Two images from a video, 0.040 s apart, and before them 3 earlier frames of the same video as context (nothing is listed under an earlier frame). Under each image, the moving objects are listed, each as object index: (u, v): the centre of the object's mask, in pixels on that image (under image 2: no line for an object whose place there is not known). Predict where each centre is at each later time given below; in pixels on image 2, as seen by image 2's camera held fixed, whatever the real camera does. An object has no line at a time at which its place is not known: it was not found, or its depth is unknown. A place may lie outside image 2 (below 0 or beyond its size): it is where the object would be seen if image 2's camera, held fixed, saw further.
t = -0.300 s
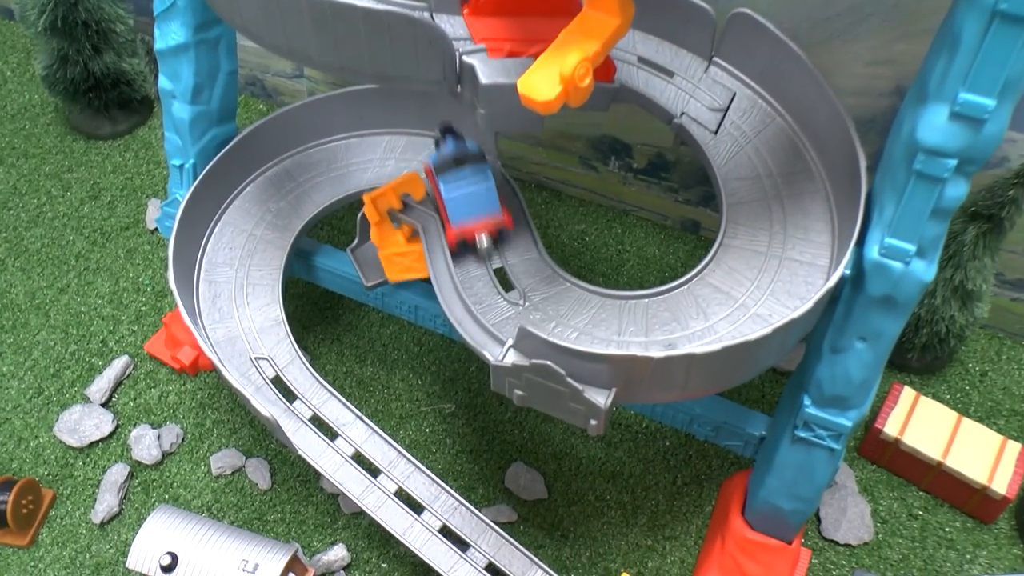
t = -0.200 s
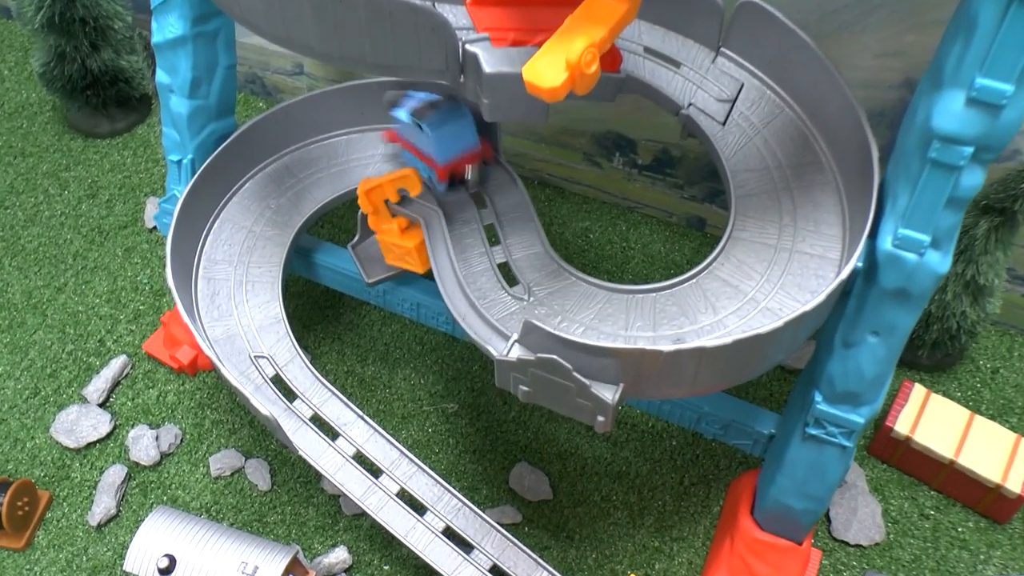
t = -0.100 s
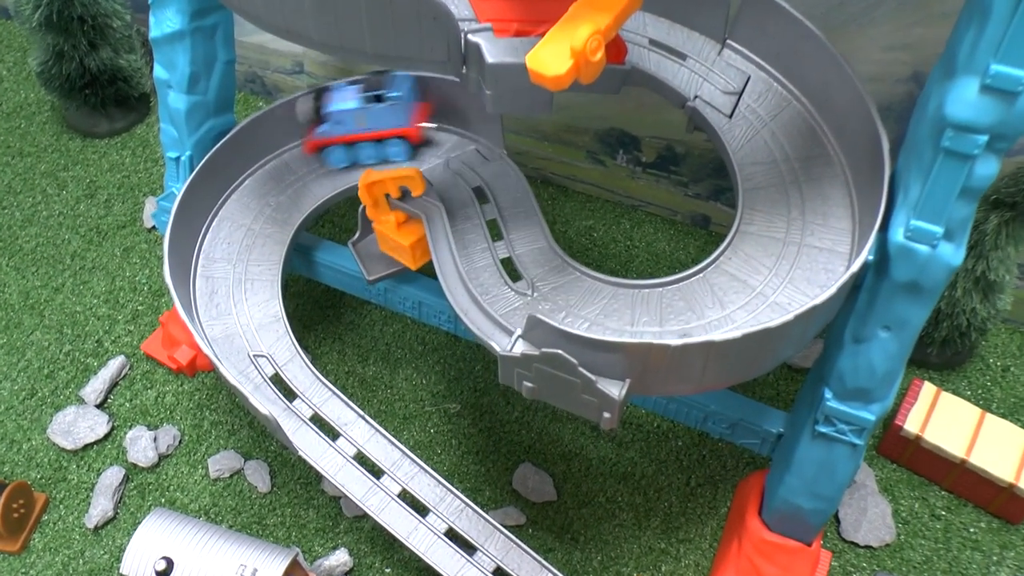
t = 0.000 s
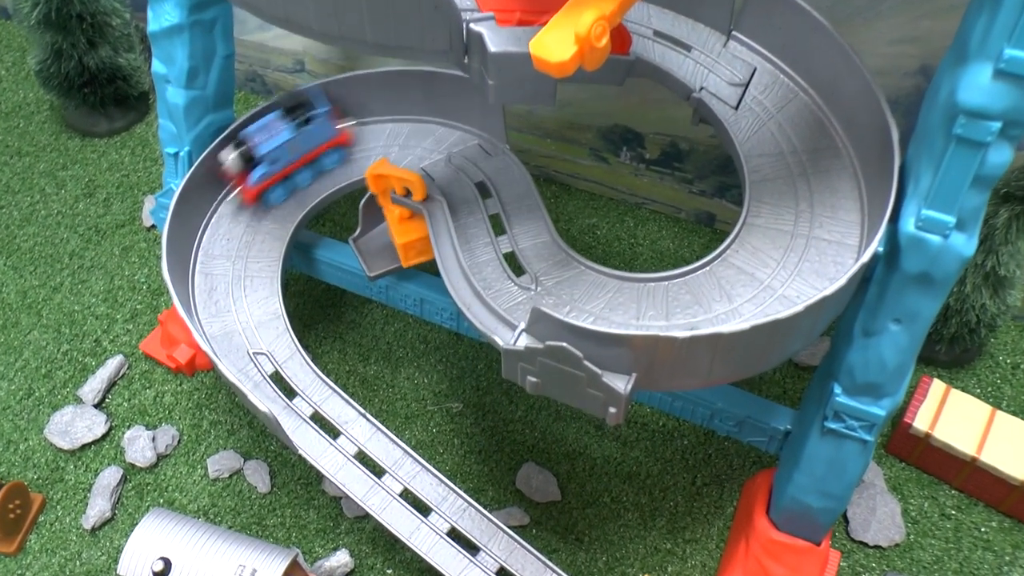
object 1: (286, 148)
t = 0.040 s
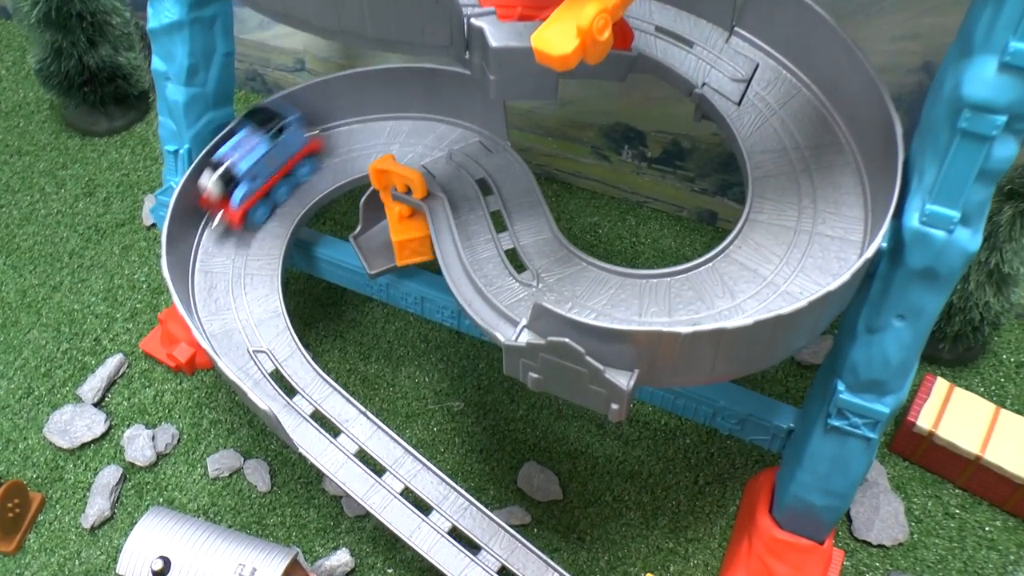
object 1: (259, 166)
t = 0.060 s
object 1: (248, 178)
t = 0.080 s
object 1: (240, 190)
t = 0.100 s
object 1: (232, 204)
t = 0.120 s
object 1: (225, 218)
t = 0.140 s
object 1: (220, 234)
